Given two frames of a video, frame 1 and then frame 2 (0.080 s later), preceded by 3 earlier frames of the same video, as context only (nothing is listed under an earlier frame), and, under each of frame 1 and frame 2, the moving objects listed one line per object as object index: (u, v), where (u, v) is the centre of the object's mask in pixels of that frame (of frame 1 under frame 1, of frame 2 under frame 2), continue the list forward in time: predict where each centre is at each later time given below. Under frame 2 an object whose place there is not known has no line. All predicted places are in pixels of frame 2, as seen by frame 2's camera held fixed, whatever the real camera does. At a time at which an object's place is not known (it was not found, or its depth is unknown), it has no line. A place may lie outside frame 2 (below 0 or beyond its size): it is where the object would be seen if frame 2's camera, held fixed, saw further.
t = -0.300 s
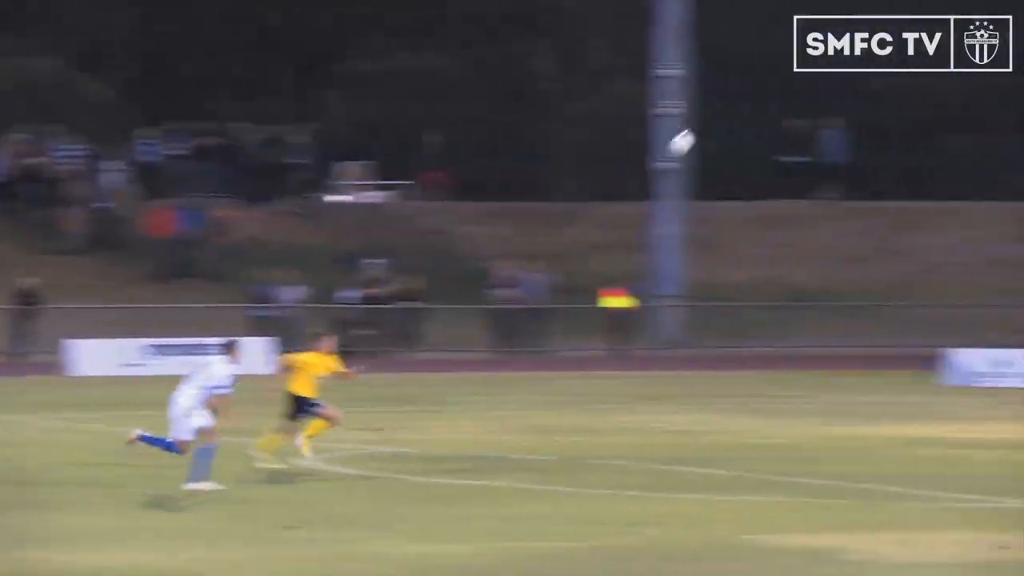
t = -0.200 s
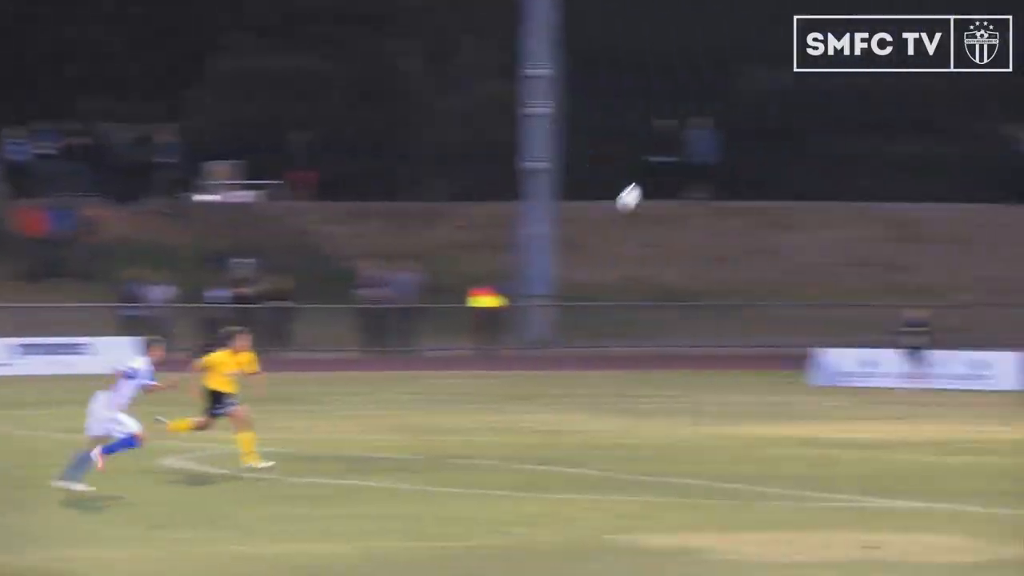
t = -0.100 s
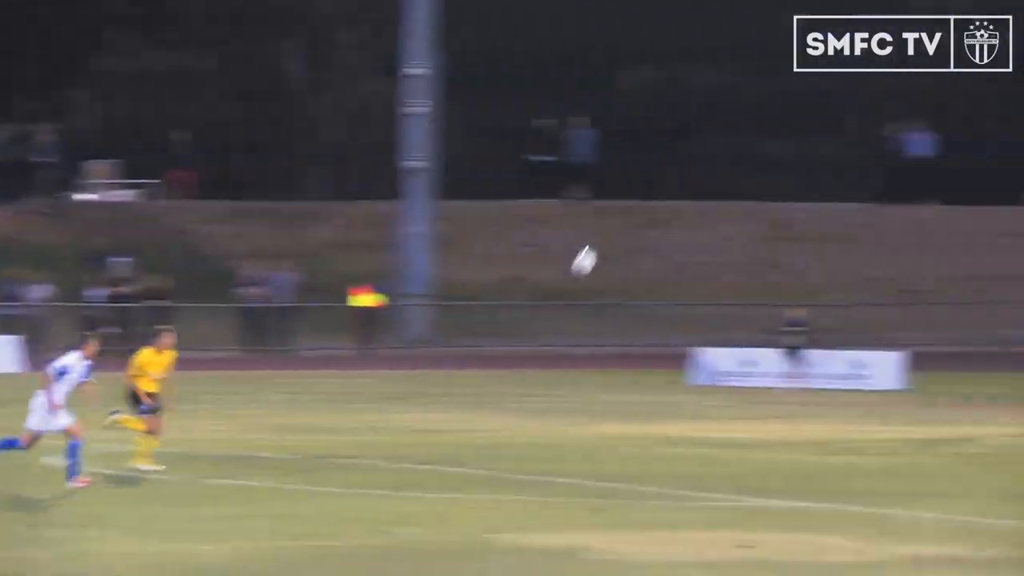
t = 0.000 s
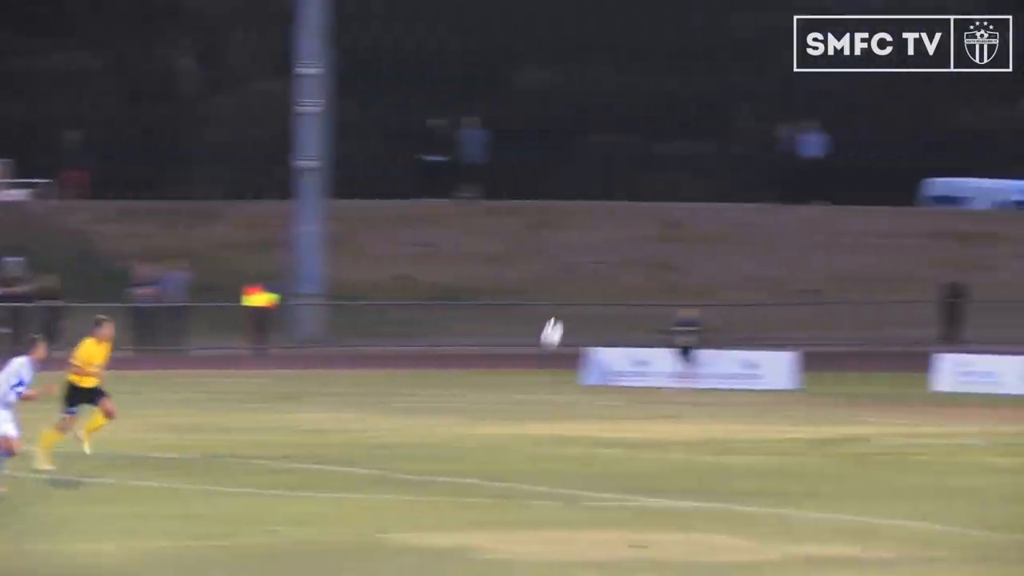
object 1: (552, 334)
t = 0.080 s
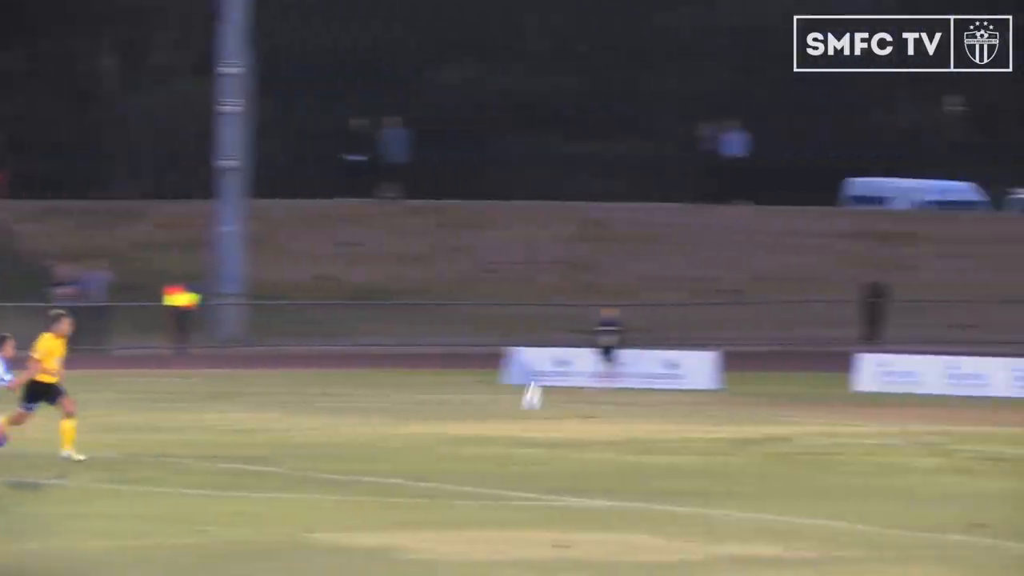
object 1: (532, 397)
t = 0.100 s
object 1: (545, 414)
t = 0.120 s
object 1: (560, 432)
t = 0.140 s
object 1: (573, 448)
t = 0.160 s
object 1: (587, 469)
